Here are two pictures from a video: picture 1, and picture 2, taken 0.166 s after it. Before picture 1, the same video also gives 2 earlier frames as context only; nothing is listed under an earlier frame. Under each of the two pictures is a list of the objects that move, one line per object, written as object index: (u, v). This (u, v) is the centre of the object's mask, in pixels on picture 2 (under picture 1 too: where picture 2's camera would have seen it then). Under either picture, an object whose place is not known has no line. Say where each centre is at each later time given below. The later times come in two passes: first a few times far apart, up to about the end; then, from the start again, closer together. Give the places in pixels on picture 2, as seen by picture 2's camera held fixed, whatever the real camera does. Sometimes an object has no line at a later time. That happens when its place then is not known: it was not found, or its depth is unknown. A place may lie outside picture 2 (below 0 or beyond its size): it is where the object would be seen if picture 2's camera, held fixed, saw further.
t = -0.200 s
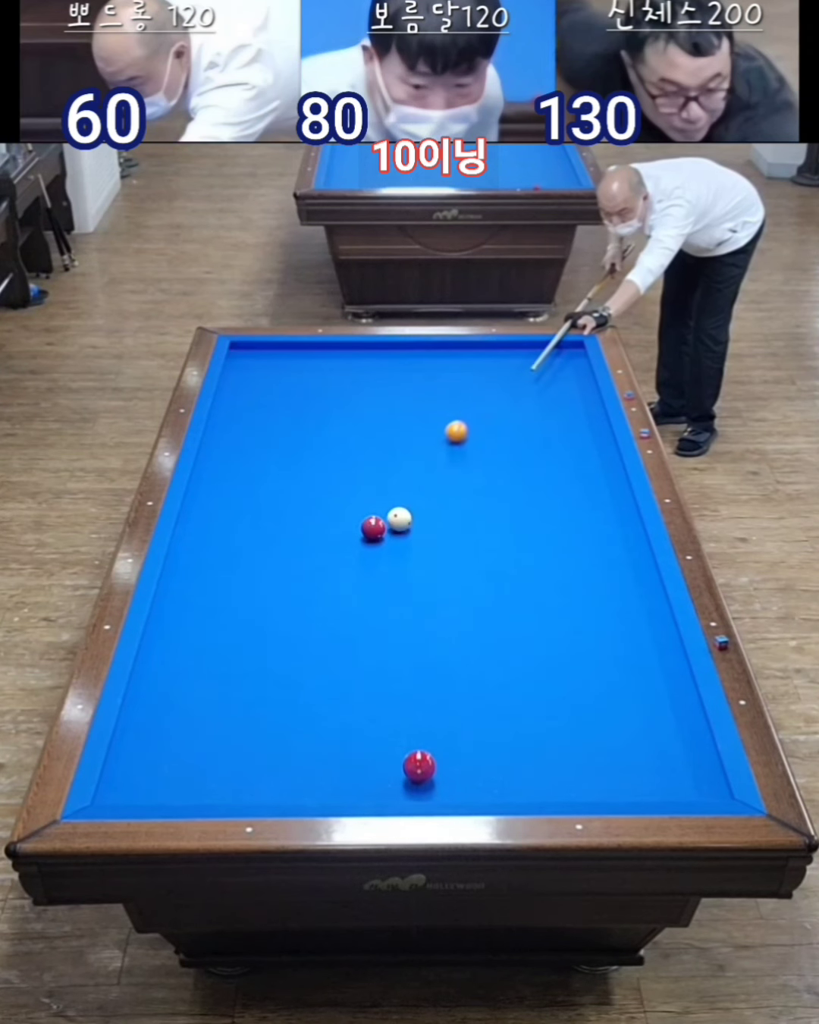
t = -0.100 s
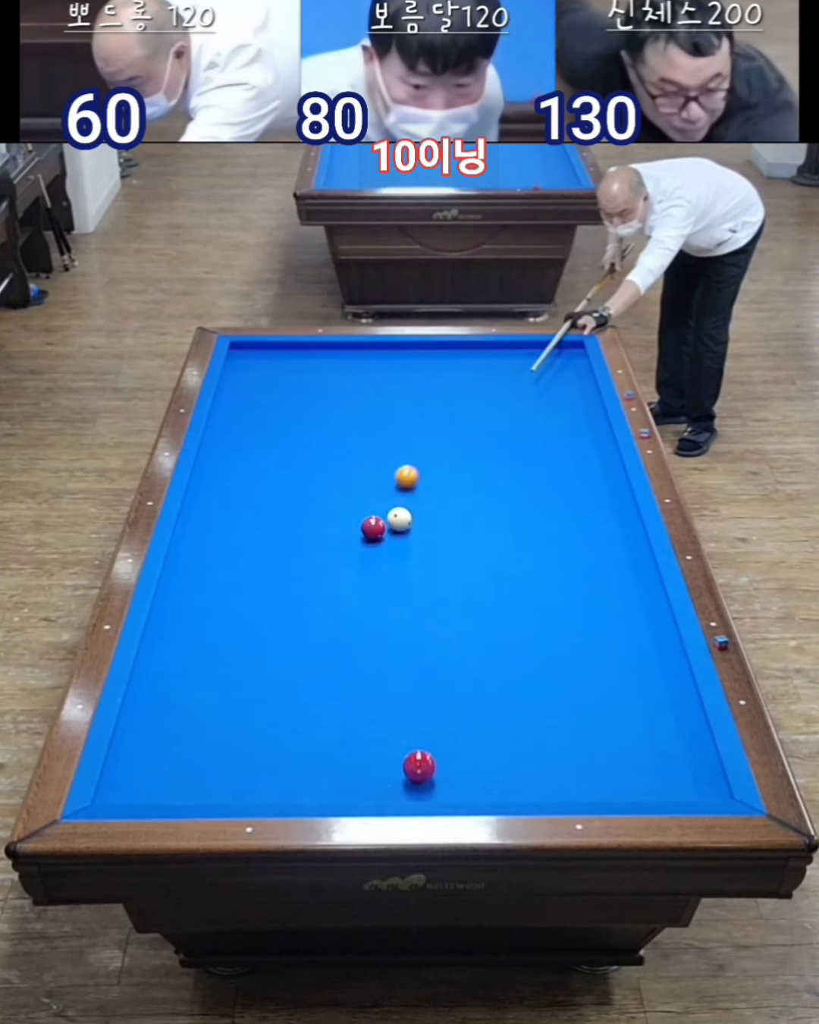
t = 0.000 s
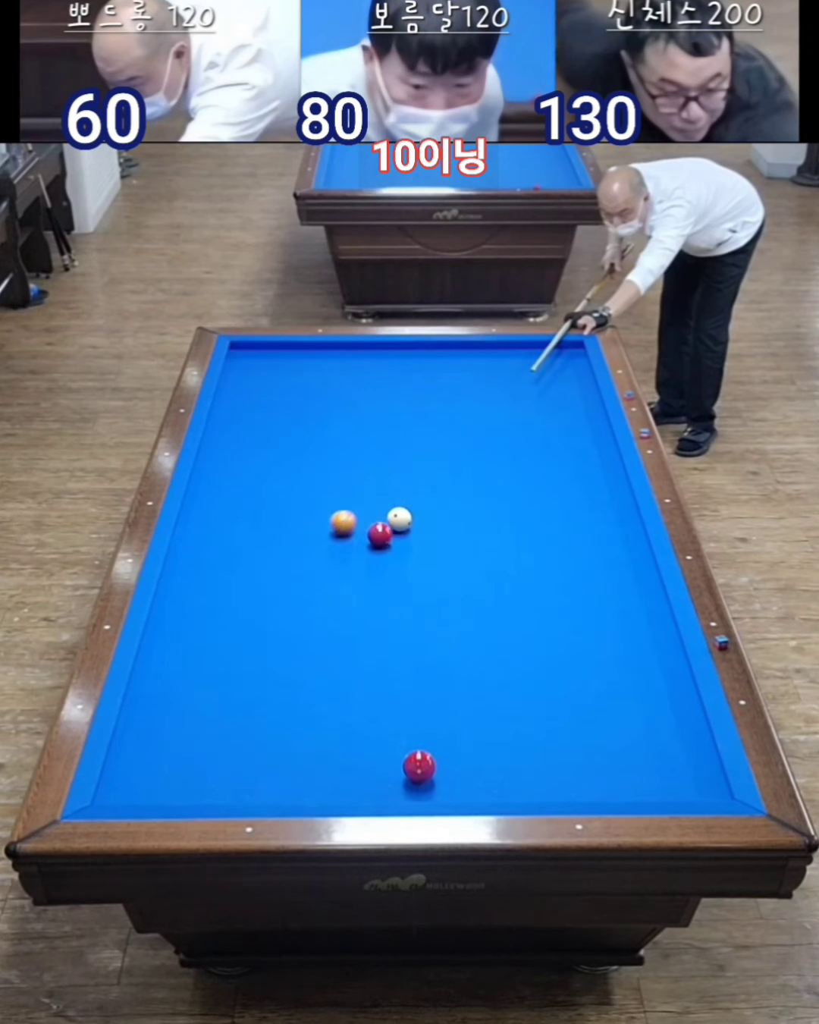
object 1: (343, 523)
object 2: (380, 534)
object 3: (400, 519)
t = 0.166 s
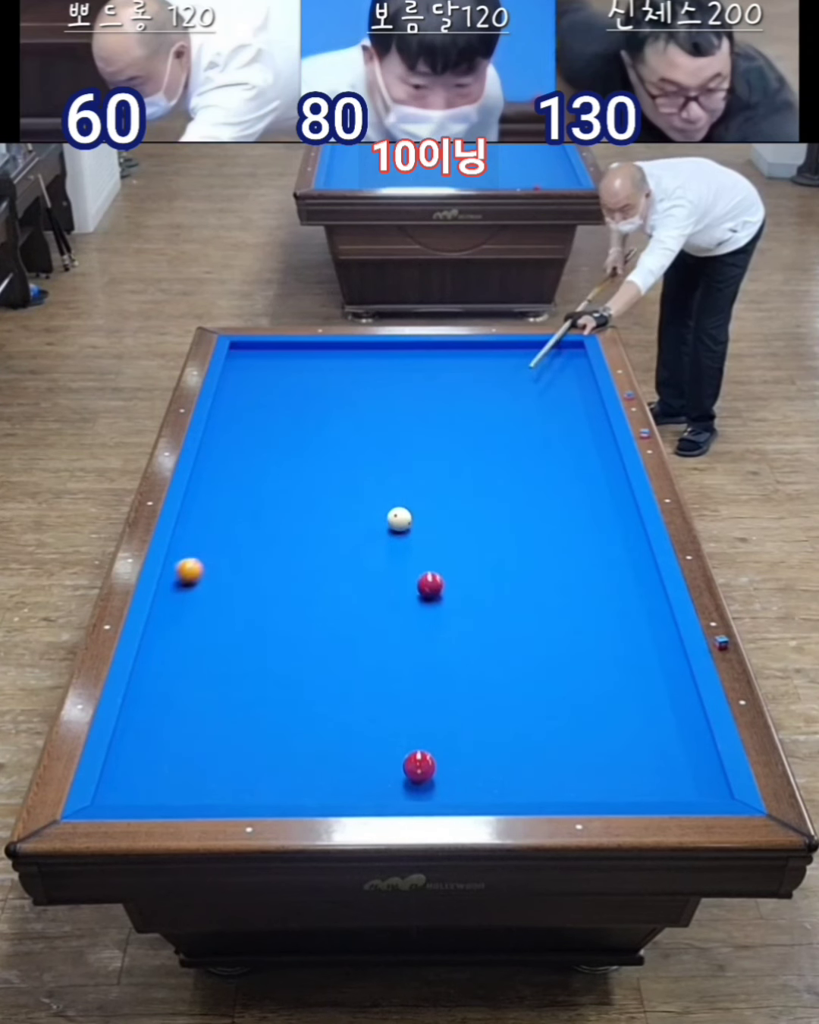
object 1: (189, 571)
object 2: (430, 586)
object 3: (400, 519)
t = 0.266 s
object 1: (222, 600)
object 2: (458, 614)
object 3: (400, 519)
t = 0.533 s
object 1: (373, 687)
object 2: (534, 691)
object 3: (400, 519)
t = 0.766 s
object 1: (504, 782)
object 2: (613, 770)
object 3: (400, 519)
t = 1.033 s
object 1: (644, 724)
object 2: (658, 748)
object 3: (400, 519)
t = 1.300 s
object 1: (622, 669)
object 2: (687, 704)
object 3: (400, 519)
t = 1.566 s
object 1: (544, 617)
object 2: (658, 670)
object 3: (400, 519)
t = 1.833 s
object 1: (475, 572)
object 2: (630, 639)
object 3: (400, 519)
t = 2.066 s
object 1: (421, 537)
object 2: (607, 614)
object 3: (399, 519)
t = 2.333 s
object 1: (392, 528)
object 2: (583, 588)
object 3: (375, 494)
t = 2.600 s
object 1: (367, 522)
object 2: (561, 564)
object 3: (352, 470)
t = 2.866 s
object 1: (345, 517)
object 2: (541, 542)
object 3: (332, 449)
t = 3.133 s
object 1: (323, 511)
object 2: (522, 522)
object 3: (313, 429)
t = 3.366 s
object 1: (306, 506)
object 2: (507, 506)
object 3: (297, 412)
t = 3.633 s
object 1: (287, 501)
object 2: (490, 489)
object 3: (281, 395)
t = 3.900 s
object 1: (269, 496)
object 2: (475, 472)
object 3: (265, 380)
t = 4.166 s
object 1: (252, 492)
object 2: (461, 458)
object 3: (251, 365)
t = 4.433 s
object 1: (236, 487)
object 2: (448, 444)
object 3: (239, 351)
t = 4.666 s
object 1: (224, 484)
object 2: (438, 432)
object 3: (245, 348)
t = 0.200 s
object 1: (179, 582)
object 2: (440, 595)
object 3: (400, 519)
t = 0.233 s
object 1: (200, 591)
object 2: (449, 605)
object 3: (400, 519)
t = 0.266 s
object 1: (222, 600)
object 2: (458, 614)
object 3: (400, 519)
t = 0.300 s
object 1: (243, 610)
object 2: (467, 623)
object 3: (400, 519)
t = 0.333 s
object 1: (263, 620)
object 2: (476, 632)
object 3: (400, 519)
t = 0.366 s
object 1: (283, 630)
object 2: (485, 641)
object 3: (400, 519)
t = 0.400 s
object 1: (302, 641)
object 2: (495, 651)
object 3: (400, 519)
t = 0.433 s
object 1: (321, 652)
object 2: (504, 661)
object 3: (400, 519)
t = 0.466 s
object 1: (339, 664)
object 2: (514, 671)
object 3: (400, 519)
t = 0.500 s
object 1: (356, 676)
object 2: (524, 681)
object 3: (400, 519)
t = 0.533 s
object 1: (373, 687)
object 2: (534, 691)
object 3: (400, 519)
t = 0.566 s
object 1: (390, 700)
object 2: (545, 701)
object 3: (400, 519)
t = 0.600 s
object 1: (408, 713)
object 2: (556, 712)
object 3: (400, 519)
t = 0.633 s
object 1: (426, 726)
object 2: (567, 723)
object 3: (400, 519)
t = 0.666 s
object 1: (445, 740)
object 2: (578, 735)
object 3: (400, 519)
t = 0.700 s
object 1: (464, 753)
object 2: (590, 746)
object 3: (400, 519)
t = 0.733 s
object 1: (483, 768)
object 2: (601, 758)
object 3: (400, 519)
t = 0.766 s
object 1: (504, 782)
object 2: (613, 770)
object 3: (400, 519)
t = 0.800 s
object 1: (524, 790)
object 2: (625, 783)
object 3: (400, 519)
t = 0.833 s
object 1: (543, 782)
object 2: (637, 790)
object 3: (400, 519)
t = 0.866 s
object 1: (561, 771)
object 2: (641, 784)
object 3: (400, 519)
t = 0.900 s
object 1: (578, 760)
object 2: (644, 775)
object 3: (400, 519)
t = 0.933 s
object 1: (595, 750)
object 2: (647, 768)
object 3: (400, 519)
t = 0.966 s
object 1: (612, 742)
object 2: (650, 761)
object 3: (400, 519)
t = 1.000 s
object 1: (628, 733)
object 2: (654, 754)
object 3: (400, 519)
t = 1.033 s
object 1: (644, 724)
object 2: (658, 748)
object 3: (400, 519)
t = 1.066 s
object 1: (661, 716)
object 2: (662, 742)
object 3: (400, 519)
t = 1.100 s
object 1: (678, 711)
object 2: (666, 736)
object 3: (400, 519)
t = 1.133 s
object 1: (688, 705)
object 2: (669, 731)
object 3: (400, 519)
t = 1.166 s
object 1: (673, 696)
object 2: (673, 725)
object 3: (400, 519)
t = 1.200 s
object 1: (658, 690)
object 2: (676, 720)
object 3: (400, 519)
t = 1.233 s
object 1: (645, 683)
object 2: (680, 715)
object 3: (400, 519)
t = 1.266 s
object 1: (633, 676)
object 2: (683, 709)
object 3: (400, 519)
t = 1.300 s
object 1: (622, 669)
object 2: (687, 704)
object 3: (400, 519)
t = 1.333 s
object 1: (612, 662)
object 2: (684, 699)
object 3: (400, 519)
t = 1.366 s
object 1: (602, 655)
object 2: (680, 694)
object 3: (400, 519)
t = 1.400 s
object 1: (592, 649)
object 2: (676, 690)
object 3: (400, 519)
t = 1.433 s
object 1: (582, 642)
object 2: (672, 686)
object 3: (400, 519)
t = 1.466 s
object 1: (572, 636)
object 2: (669, 682)
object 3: (400, 519)
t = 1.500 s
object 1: (563, 629)
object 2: (665, 678)
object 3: (400, 519)
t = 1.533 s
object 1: (553, 623)
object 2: (661, 674)
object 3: (400, 519)
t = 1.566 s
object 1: (544, 617)
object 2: (658, 670)
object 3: (400, 519)
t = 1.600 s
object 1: (535, 611)
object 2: (654, 665)
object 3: (400, 519)
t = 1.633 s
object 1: (526, 606)
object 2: (650, 661)
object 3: (400, 519)
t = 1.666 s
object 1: (517, 600)
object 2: (647, 657)
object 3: (400, 519)
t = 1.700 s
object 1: (508, 594)
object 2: (643, 654)
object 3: (400, 519)
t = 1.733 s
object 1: (500, 588)
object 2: (640, 650)
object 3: (400, 519)
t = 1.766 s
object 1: (491, 583)
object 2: (636, 646)
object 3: (400, 519)
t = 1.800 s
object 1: (483, 577)
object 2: (633, 642)
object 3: (400, 519)
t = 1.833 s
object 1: (475, 572)
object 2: (630, 639)
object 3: (400, 519)
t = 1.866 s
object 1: (467, 567)
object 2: (626, 635)
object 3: (400, 519)
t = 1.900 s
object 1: (459, 562)
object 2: (623, 631)
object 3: (400, 519)
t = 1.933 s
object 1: (451, 557)
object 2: (620, 628)
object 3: (400, 519)
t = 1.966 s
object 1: (443, 552)
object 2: (616, 624)
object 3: (400, 519)
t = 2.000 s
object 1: (436, 547)
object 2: (613, 621)
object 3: (400, 519)
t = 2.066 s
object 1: (421, 537)
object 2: (607, 614)
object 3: (399, 519)
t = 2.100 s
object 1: (413, 532)
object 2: (604, 611)
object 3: (398, 518)
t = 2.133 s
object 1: (410, 531)
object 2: (601, 607)
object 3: (395, 515)
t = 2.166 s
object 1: (407, 531)
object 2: (598, 604)
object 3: (392, 511)
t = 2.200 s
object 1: (404, 531)
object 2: (595, 601)
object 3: (388, 507)
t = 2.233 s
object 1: (401, 530)
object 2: (592, 598)
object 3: (384, 504)
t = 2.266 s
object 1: (398, 529)
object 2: (589, 594)
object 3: (381, 500)
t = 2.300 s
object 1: (395, 529)
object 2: (586, 591)
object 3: (378, 497)
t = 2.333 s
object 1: (392, 528)
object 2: (583, 588)
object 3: (375, 494)
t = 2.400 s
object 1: (386, 527)
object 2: (578, 582)
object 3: (369, 488)
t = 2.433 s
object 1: (383, 526)
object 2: (575, 579)
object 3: (366, 485)
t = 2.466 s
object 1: (379, 525)
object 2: (572, 576)
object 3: (364, 482)
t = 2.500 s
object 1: (376, 524)
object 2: (569, 573)
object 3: (361, 479)
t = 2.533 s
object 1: (373, 524)
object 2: (566, 570)
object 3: (358, 476)
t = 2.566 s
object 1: (370, 523)
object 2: (564, 567)
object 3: (355, 473)
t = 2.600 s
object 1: (367, 522)
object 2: (561, 564)
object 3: (352, 470)
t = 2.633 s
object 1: (365, 521)
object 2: (559, 562)
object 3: (350, 468)
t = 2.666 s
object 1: (362, 521)
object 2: (556, 559)
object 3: (347, 465)
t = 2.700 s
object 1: (359, 520)
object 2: (553, 556)
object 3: (345, 462)
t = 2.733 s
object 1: (356, 519)
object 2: (551, 553)
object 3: (342, 459)
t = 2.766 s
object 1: (353, 519)
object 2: (548, 550)
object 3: (340, 457)
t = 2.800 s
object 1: (350, 518)
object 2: (546, 547)
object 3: (337, 454)
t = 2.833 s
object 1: (347, 517)
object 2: (543, 545)
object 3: (334, 451)
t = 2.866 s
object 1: (345, 517)
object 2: (541, 542)
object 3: (332, 449)
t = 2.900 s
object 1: (342, 516)
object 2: (538, 540)
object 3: (329, 446)
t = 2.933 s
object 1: (339, 515)
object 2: (536, 537)
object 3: (327, 444)
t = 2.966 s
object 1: (337, 514)
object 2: (534, 535)
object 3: (324, 441)
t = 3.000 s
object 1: (334, 514)
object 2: (531, 532)
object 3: (322, 438)
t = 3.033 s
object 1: (331, 513)
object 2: (529, 530)
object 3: (320, 436)
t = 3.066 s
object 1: (329, 512)
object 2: (527, 527)
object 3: (317, 434)
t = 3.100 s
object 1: (326, 511)
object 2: (524, 525)
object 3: (315, 431)
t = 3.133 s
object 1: (323, 511)
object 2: (522, 522)
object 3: (313, 429)
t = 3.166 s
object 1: (321, 510)
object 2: (520, 520)
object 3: (310, 426)
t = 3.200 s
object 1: (318, 510)
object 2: (518, 517)
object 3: (308, 424)
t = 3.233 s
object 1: (315, 509)
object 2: (515, 515)
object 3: (306, 422)
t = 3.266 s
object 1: (313, 509)
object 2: (513, 513)
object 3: (304, 419)
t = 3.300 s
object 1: (310, 508)
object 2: (511, 510)
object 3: (301, 417)
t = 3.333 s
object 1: (308, 507)
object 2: (509, 508)
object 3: (299, 415)
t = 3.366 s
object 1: (306, 506)
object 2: (507, 506)
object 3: (297, 412)
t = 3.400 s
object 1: (303, 506)
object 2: (505, 504)
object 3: (295, 411)
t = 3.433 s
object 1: (300, 505)
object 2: (502, 501)
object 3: (293, 408)
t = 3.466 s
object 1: (298, 504)
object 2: (500, 499)
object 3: (291, 406)
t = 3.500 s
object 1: (296, 504)
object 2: (498, 497)
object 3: (289, 404)
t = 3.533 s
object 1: (293, 503)
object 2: (497, 495)
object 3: (287, 402)
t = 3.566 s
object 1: (291, 503)
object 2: (494, 493)
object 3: (284, 400)
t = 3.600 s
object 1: (289, 502)
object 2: (493, 491)
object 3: (283, 398)
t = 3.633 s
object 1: (287, 501)
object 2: (490, 489)
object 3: (281, 395)
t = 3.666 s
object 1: (284, 501)
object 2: (488, 486)
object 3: (279, 393)
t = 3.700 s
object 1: (282, 500)
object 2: (487, 485)
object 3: (277, 391)
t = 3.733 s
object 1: (279, 499)
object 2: (485, 482)
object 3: (275, 389)
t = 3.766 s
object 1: (277, 499)
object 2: (483, 481)
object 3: (273, 387)
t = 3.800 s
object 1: (275, 498)
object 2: (481, 478)
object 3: (271, 385)
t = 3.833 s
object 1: (273, 498)
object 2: (479, 476)
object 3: (269, 383)
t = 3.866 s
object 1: (271, 497)
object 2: (477, 474)
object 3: (267, 381)
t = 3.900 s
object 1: (269, 496)
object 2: (475, 472)
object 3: (265, 380)
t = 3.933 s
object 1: (267, 496)
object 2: (474, 471)
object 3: (264, 378)
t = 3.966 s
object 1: (265, 495)
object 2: (472, 469)
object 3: (262, 376)
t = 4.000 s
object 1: (262, 495)
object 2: (470, 467)
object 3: (260, 374)
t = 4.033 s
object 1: (260, 494)
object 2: (468, 465)
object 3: (258, 372)
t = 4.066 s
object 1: (258, 494)
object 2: (467, 463)
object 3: (256, 370)
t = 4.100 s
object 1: (256, 493)
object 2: (465, 461)
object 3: (255, 368)
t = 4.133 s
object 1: (254, 492)
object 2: (463, 459)
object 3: (253, 366)
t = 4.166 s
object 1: (252, 492)
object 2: (461, 458)
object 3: (251, 365)
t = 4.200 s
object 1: (250, 491)
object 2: (460, 456)
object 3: (250, 363)
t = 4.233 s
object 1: (248, 491)
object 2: (458, 454)
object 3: (248, 361)
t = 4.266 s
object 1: (246, 490)
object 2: (456, 452)
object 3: (246, 359)
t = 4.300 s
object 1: (244, 489)
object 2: (455, 450)
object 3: (245, 357)
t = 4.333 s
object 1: (242, 489)
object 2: (453, 449)
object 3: (243, 356)
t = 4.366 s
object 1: (240, 488)
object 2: (452, 447)
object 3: (241, 354)
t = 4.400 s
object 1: (238, 488)
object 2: (450, 445)
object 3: (240, 352)
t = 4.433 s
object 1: (236, 487)
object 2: (448, 444)
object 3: (239, 351)
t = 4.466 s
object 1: (235, 487)
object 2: (447, 442)
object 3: (238, 349)
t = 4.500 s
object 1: (233, 487)
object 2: (445, 440)
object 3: (239, 348)
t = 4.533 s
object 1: (231, 486)
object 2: (444, 439)
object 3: (241, 346)
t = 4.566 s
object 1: (229, 486)
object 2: (442, 437)
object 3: (242, 345)
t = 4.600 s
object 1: (227, 485)
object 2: (441, 435)
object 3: (243, 346)
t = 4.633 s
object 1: (225, 484)
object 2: (439, 434)
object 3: (244, 347)
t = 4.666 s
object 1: (224, 484)
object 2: (438, 432)
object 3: (245, 348)
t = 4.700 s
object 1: (222, 483)
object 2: (436, 430)
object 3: (246, 349)
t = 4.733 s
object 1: (220, 483)
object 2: (435, 429)
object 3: (247, 349)
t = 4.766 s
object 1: (218, 482)
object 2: (433, 427)
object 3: (248, 350)
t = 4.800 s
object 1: (217, 482)
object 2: (432, 426)
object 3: (249, 351)
